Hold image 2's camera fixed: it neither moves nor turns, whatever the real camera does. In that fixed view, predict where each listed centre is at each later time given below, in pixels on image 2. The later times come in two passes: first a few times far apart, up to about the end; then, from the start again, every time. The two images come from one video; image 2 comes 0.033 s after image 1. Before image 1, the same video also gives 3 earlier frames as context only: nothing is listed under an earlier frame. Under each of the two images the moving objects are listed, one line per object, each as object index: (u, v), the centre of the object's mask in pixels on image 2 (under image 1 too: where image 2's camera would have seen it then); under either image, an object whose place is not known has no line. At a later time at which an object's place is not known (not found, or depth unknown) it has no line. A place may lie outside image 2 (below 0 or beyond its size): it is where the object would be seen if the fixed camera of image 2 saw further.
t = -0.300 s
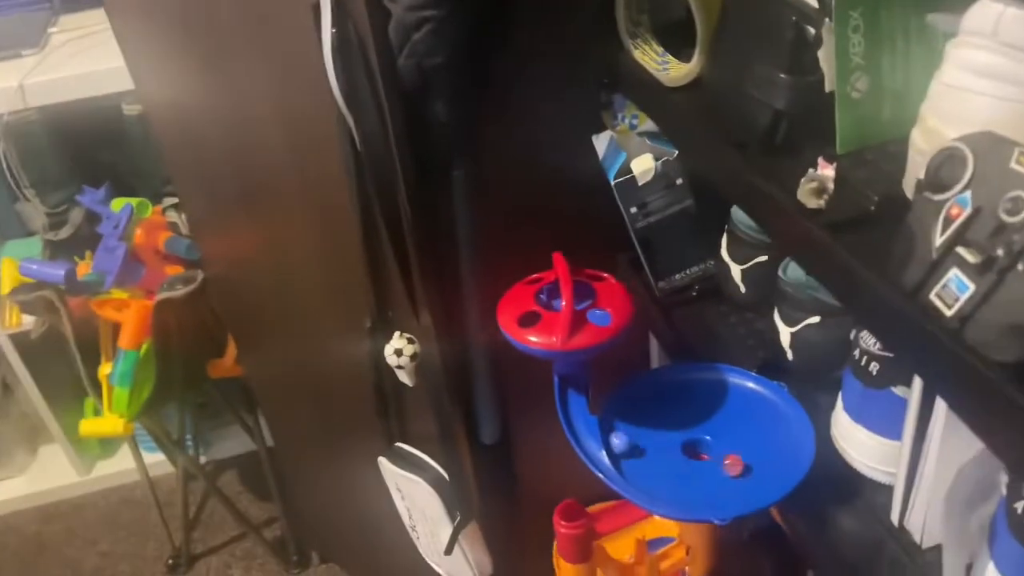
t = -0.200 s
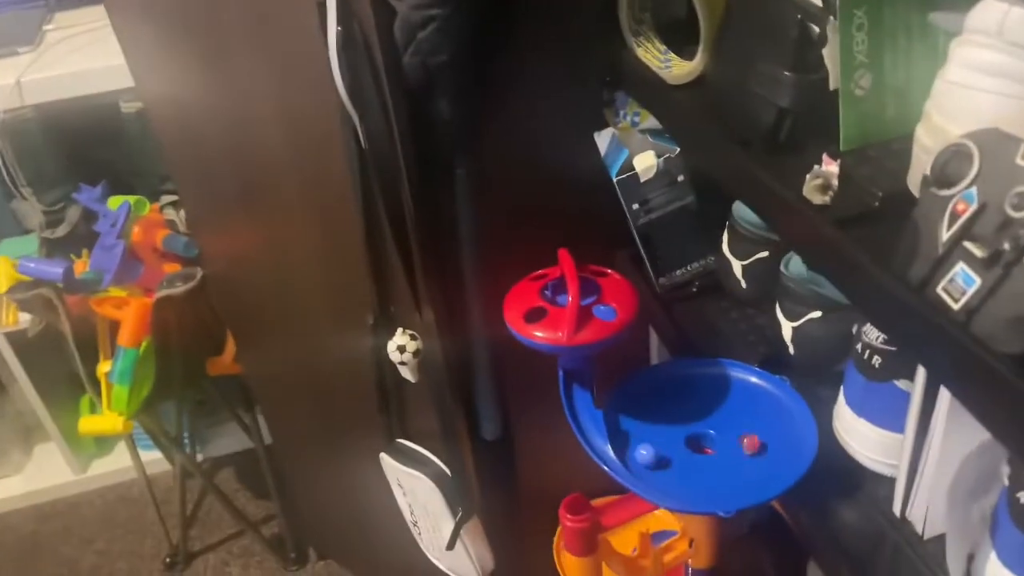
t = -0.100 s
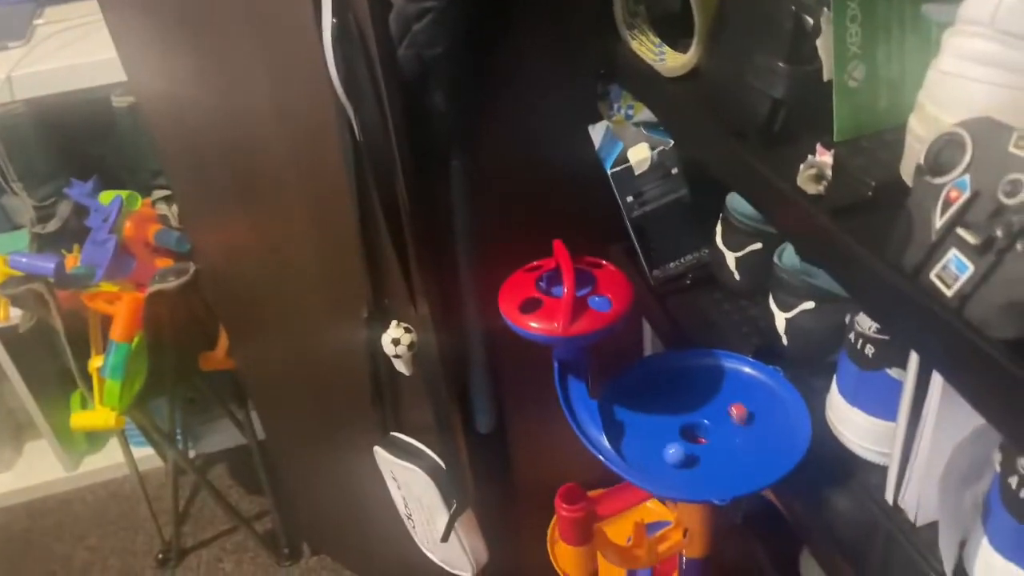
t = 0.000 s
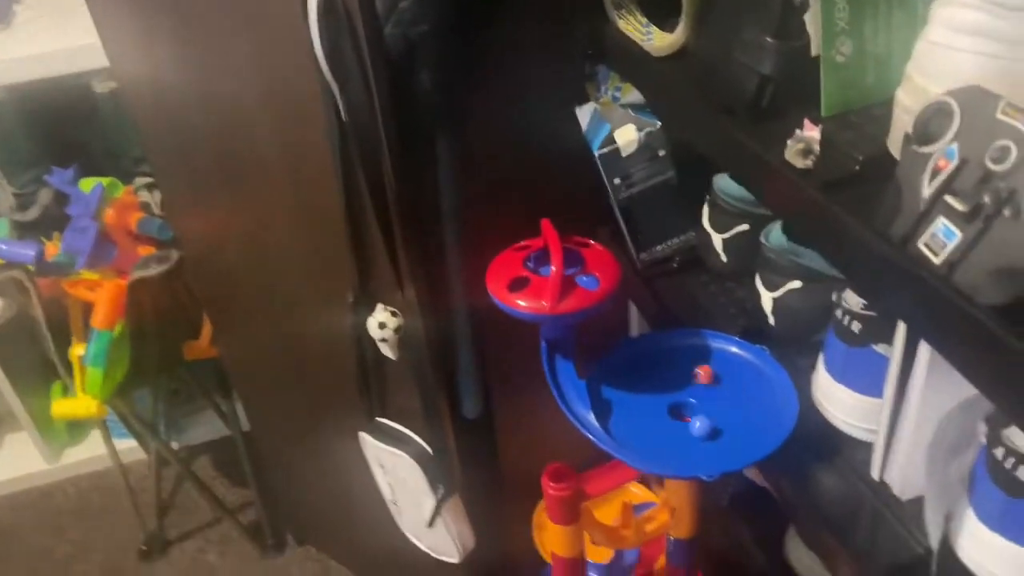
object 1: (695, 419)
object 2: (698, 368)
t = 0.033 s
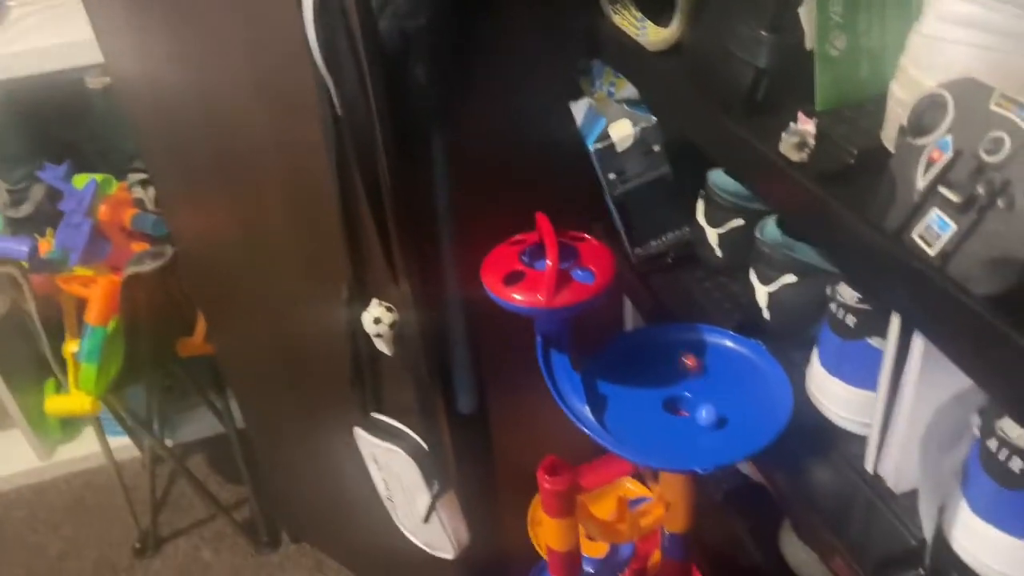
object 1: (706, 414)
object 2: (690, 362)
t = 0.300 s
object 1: (727, 357)
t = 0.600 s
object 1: (660, 338)
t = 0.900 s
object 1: (613, 388)
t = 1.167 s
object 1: (663, 423)
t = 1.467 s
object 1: (719, 376)
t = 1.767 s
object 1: (667, 336)
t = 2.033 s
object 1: (629, 365)
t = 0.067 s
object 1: (715, 408)
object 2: (681, 359)
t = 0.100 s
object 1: (723, 401)
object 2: (671, 355)
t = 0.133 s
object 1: (728, 394)
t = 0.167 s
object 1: (732, 386)
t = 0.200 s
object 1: (734, 378)
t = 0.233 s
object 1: (733, 370)
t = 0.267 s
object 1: (731, 362)
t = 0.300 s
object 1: (727, 357)
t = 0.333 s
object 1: (723, 350)
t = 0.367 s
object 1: (716, 344)
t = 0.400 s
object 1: (709, 340)
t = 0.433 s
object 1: (702, 337)
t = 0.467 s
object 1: (694, 334)
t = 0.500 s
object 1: (686, 334)
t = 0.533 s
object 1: (676, 334)
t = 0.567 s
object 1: (668, 336)
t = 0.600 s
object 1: (660, 338)
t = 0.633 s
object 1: (650, 341)
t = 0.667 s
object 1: (643, 346)
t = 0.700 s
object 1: (636, 350)
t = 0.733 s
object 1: (629, 355)
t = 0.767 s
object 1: (624, 363)
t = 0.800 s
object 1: (619, 369)
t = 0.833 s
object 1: (616, 377)
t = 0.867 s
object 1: (614, 382)
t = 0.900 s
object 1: (613, 388)
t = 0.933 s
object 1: (615, 395)
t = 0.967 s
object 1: (618, 401)
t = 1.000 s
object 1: (622, 407)
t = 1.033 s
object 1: (629, 413)
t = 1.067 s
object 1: (636, 417)
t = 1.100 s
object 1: (644, 421)
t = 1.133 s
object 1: (653, 421)
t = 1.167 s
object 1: (663, 423)
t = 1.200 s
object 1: (674, 423)
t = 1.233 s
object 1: (684, 422)
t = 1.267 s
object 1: (694, 419)
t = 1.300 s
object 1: (703, 414)
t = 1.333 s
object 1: (710, 408)
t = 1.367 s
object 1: (715, 401)
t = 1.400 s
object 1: (718, 393)
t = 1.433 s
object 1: (719, 384)
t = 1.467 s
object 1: (719, 376)
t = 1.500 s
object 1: (716, 369)
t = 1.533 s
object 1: (712, 362)
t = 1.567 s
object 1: (706, 355)
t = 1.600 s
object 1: (701, 349)
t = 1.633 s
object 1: (695, 345)
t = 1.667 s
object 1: (689, 342)
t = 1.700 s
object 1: (682, 338)
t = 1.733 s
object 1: (675, 337)
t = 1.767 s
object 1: (667, 336)
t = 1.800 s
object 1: (660, 336)
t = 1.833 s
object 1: (654, 338)
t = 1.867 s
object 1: (648, 341)
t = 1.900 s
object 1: (643, 344)
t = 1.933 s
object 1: (639, 347)
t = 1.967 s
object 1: (635, 353)
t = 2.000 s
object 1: (632, 358)
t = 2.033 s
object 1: (629, 365)
